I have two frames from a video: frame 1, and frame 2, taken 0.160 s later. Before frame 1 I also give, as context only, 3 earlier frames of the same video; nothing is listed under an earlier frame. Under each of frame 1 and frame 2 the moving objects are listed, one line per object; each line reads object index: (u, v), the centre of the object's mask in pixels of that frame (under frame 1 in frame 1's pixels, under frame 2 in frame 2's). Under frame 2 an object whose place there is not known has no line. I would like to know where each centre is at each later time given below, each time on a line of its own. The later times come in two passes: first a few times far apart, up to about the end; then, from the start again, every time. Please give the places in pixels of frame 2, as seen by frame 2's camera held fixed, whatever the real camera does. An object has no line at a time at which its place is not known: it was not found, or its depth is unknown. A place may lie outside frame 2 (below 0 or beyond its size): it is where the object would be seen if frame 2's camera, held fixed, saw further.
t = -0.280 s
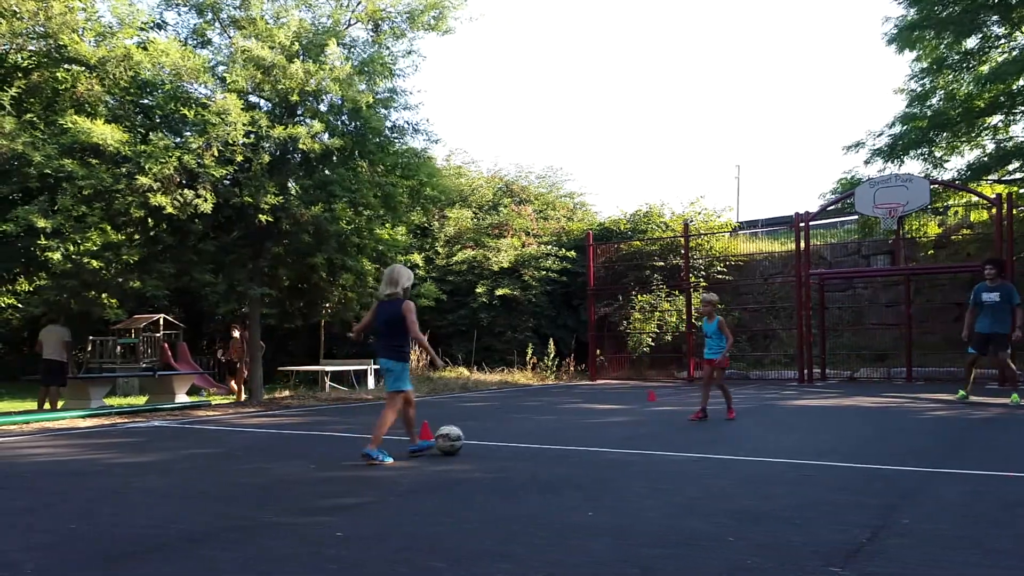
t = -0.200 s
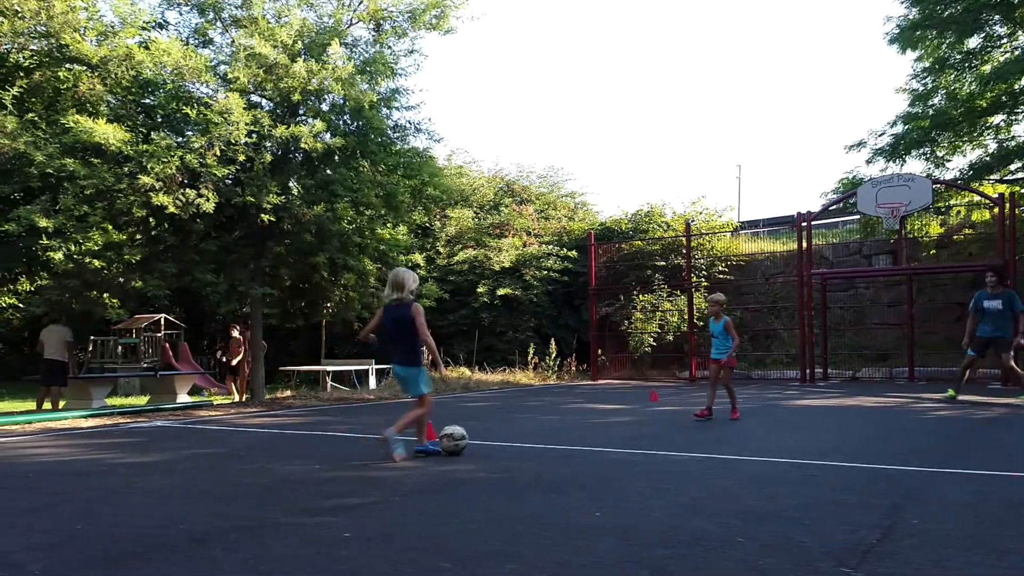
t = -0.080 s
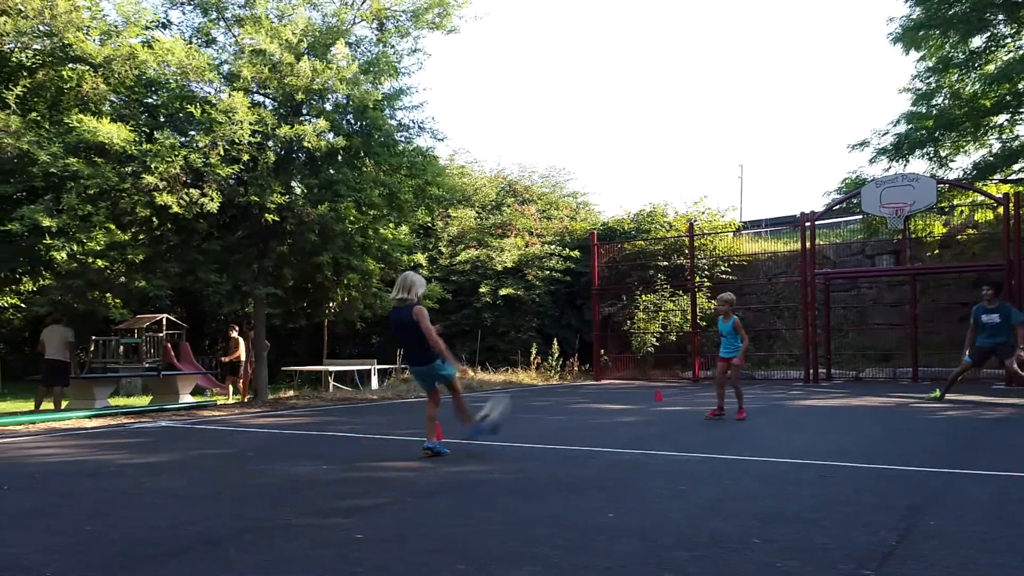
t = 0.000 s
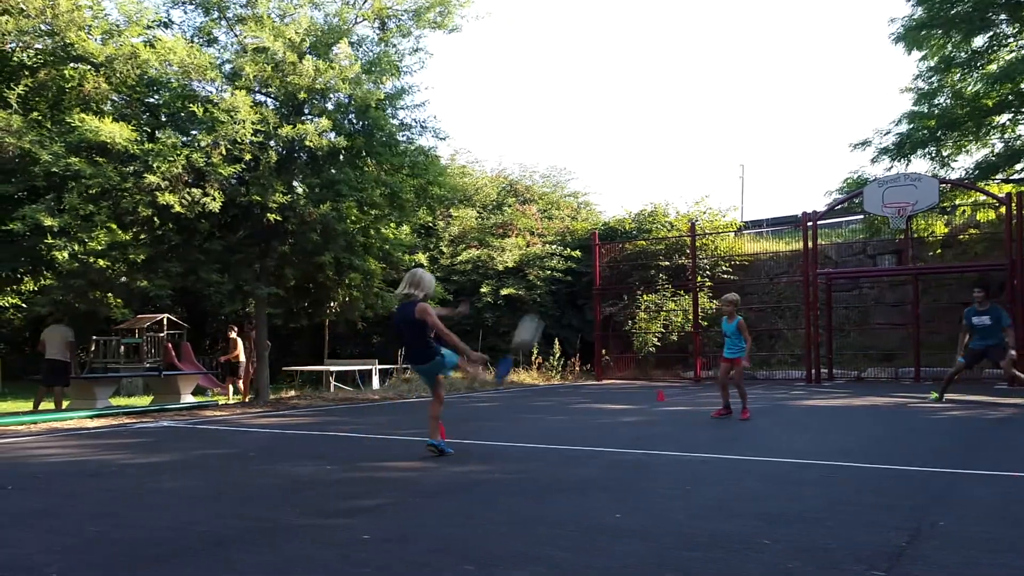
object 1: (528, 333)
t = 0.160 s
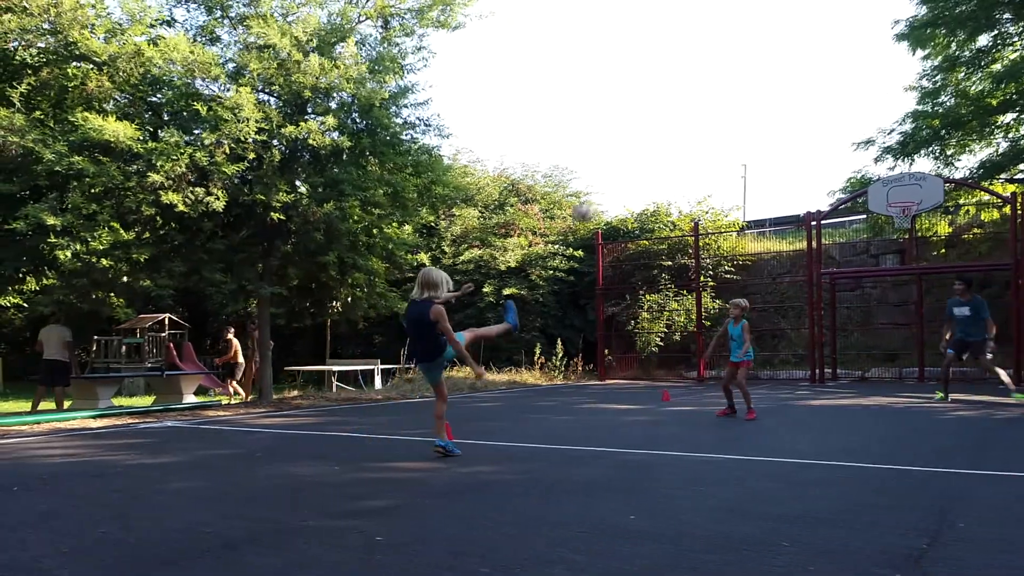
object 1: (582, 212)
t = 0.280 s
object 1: (616, 154)
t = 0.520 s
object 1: (671, 101)
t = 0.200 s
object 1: (594, 190)
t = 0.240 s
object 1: (605, 171)
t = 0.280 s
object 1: (616, 154)
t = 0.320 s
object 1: (626, 139)
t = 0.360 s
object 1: (635, 127)
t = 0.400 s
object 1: (645, 117)
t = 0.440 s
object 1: (654, 110)
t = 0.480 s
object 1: (662, 105)
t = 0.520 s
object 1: (671, 101)
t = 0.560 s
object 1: (679, 100)
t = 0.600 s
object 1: (686, 100)
